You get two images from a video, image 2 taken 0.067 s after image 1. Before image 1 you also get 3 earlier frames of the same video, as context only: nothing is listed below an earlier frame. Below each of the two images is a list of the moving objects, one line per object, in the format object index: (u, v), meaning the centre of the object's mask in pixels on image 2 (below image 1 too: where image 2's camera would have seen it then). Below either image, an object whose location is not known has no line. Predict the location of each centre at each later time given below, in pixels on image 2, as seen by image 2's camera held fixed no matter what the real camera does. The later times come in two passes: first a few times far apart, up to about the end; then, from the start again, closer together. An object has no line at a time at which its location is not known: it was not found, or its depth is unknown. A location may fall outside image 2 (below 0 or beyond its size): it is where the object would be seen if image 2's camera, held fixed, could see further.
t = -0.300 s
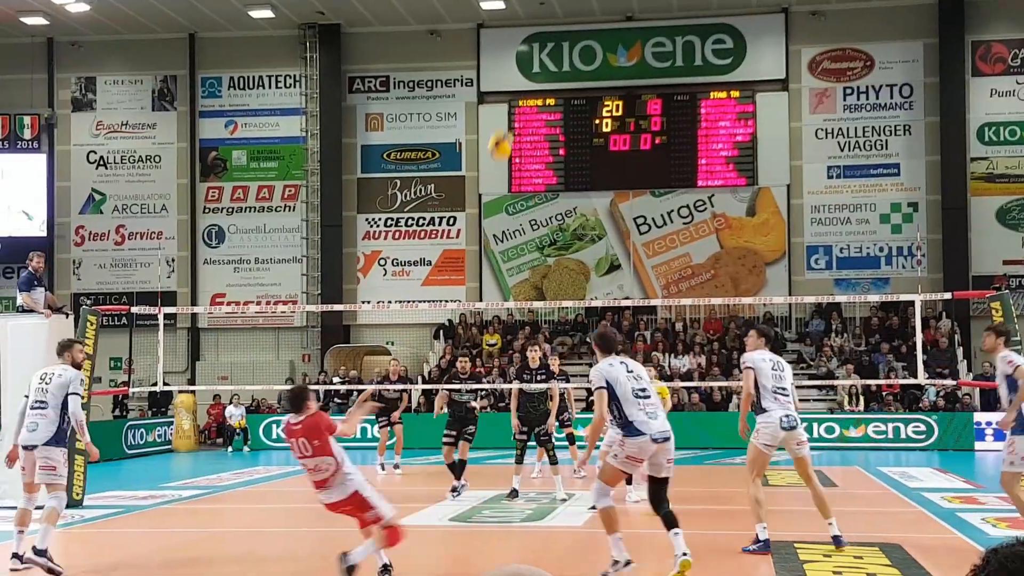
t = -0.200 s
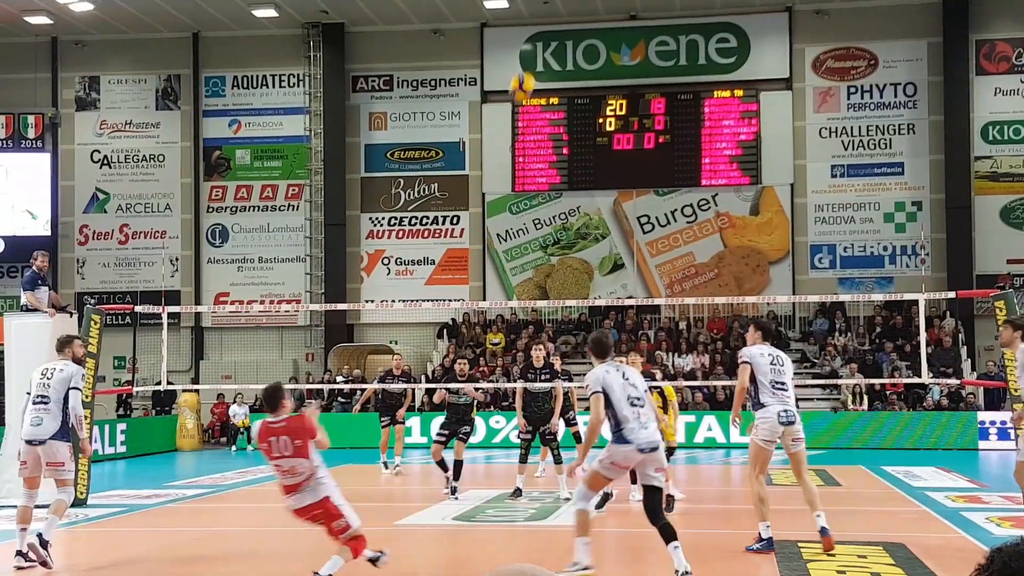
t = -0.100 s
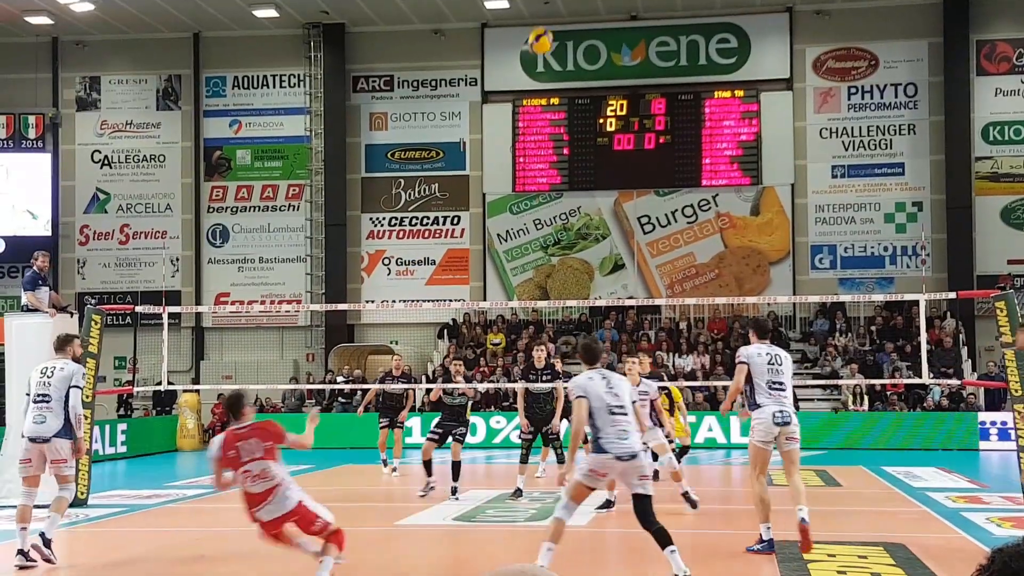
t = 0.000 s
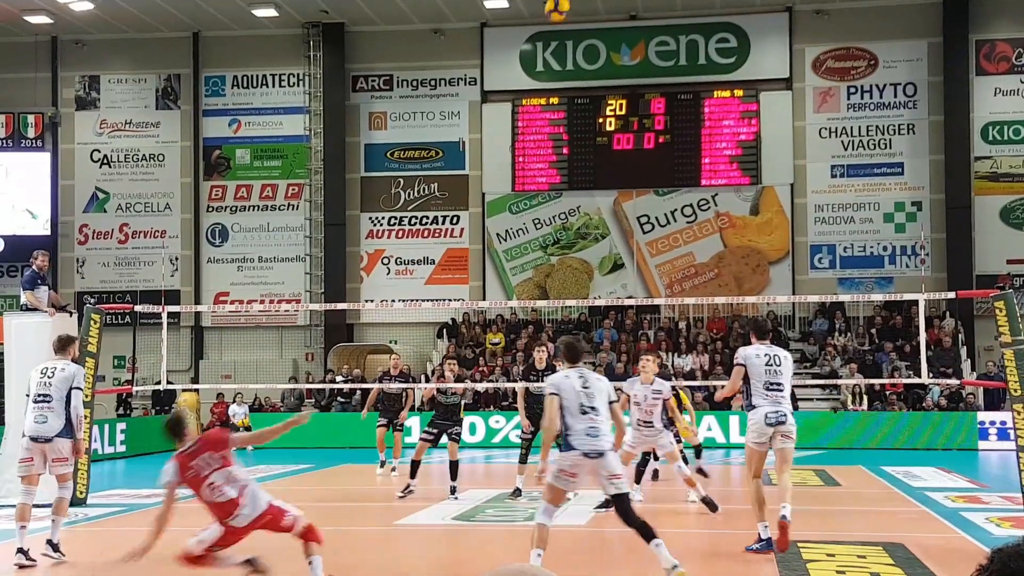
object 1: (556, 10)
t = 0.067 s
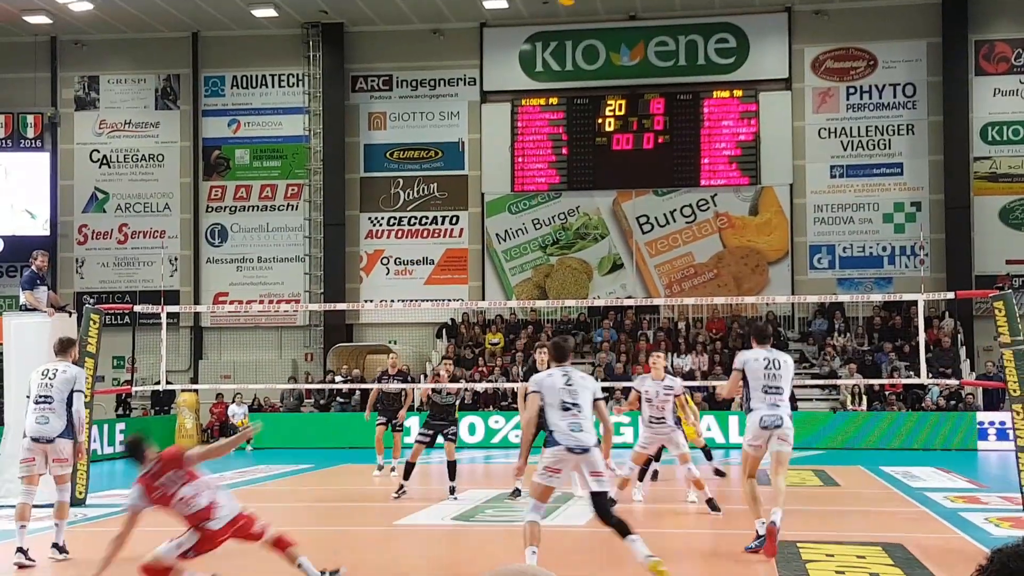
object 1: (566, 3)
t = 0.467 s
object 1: (635, 1)
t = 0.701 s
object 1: (670, 71)
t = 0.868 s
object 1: (692, 150)
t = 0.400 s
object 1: (625, -4)
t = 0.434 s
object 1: (629, -3)
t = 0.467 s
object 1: (635, 1)
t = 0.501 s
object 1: (639, 7)
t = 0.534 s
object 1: (645, 15)
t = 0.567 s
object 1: (650, 24)
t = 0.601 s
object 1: (654, 35)
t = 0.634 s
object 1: (659, 46)
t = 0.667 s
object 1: (665, 58)
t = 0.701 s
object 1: (670, 71)
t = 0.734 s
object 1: (674, 85)
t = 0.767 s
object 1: (679, 100)
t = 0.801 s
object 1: (683, 116)
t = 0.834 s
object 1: (688, 132)
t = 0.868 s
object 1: (692, 150)
